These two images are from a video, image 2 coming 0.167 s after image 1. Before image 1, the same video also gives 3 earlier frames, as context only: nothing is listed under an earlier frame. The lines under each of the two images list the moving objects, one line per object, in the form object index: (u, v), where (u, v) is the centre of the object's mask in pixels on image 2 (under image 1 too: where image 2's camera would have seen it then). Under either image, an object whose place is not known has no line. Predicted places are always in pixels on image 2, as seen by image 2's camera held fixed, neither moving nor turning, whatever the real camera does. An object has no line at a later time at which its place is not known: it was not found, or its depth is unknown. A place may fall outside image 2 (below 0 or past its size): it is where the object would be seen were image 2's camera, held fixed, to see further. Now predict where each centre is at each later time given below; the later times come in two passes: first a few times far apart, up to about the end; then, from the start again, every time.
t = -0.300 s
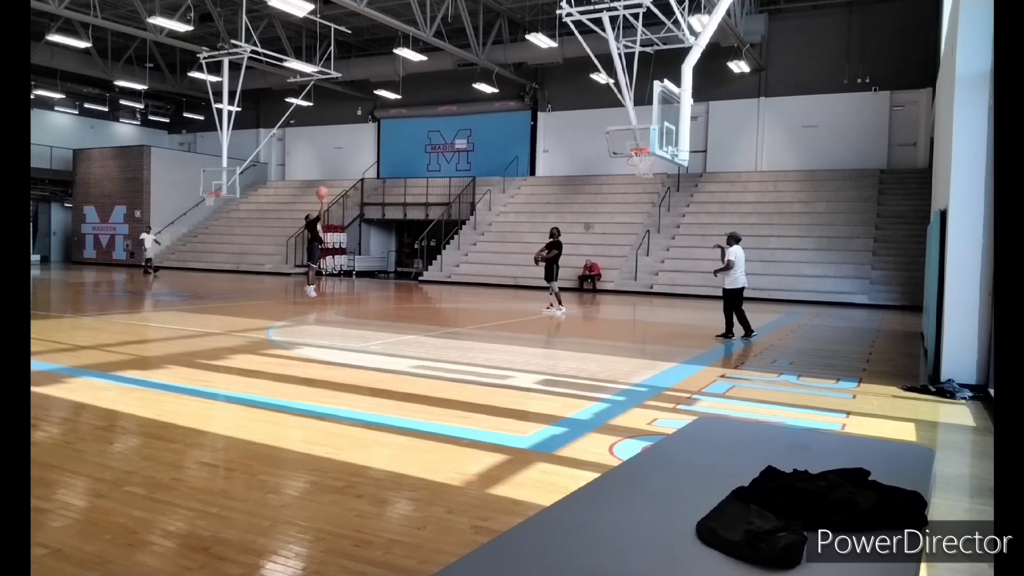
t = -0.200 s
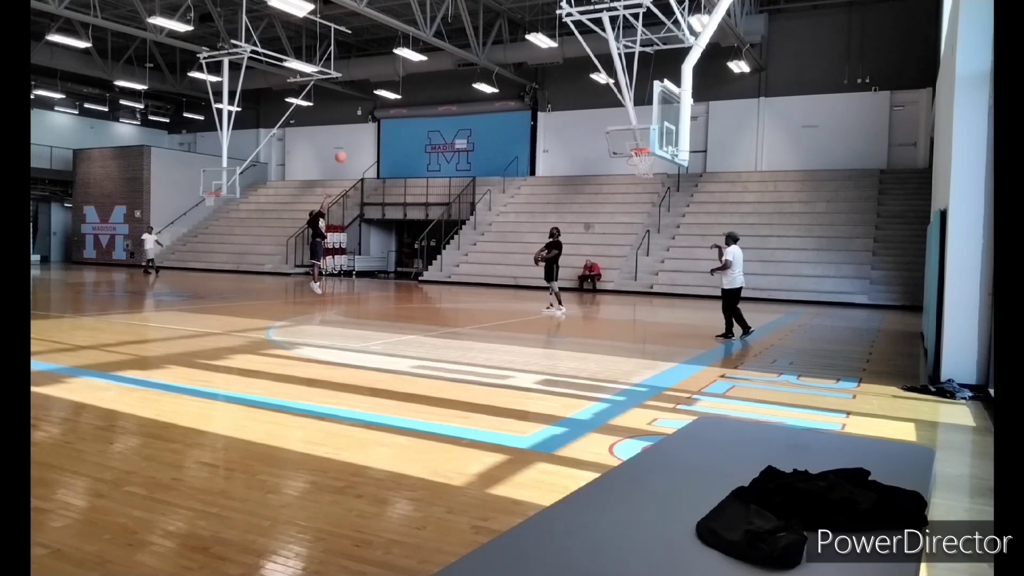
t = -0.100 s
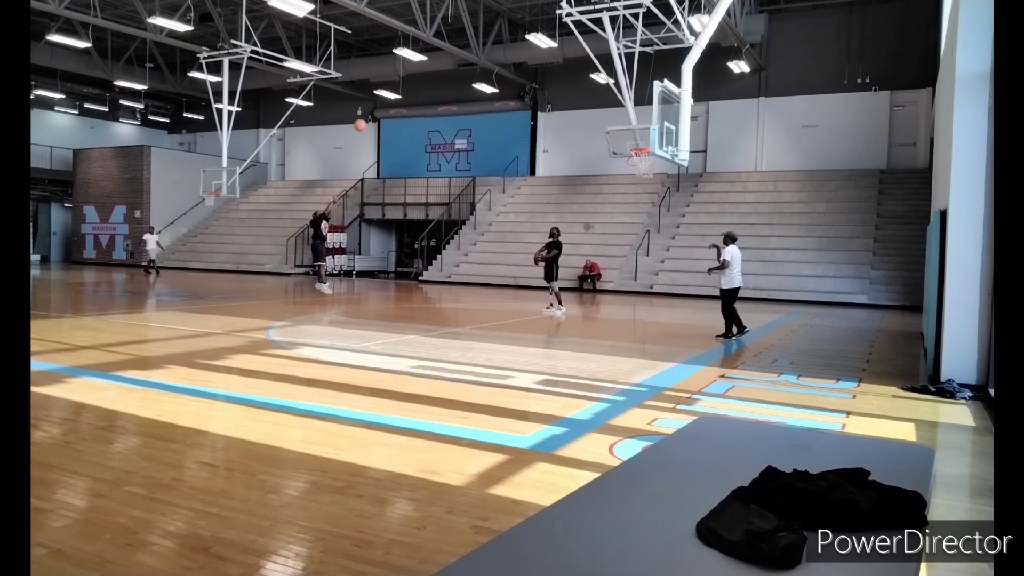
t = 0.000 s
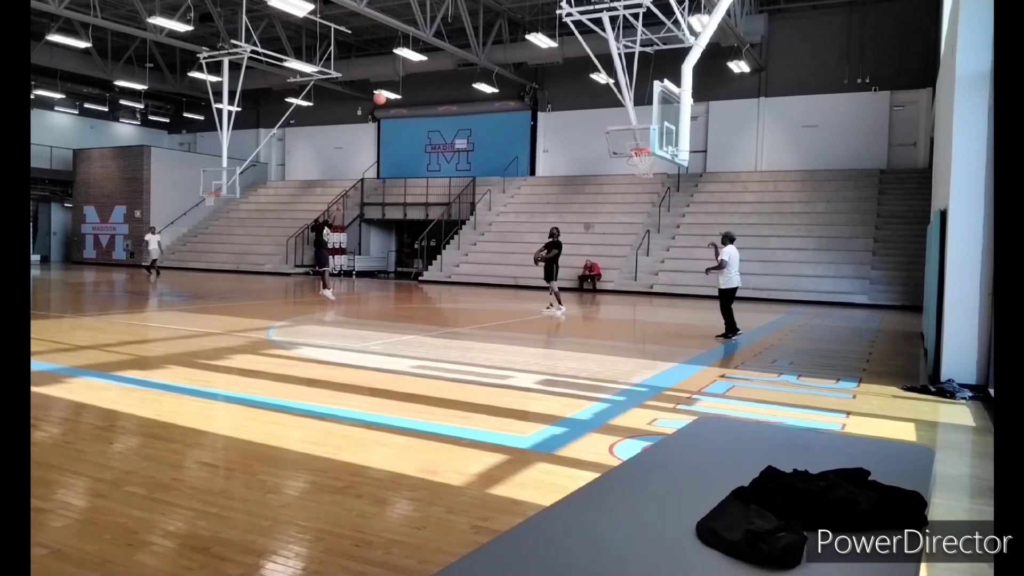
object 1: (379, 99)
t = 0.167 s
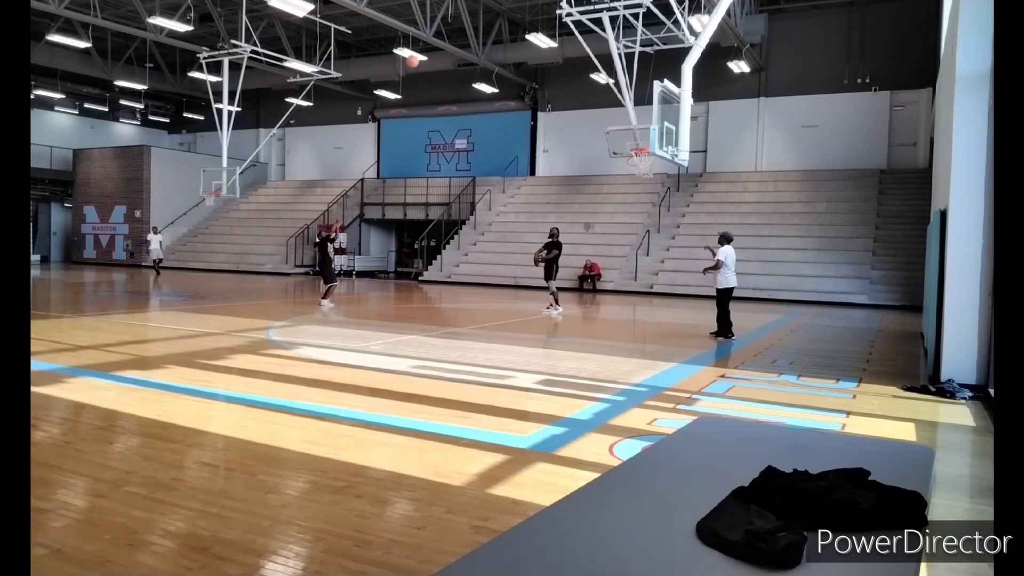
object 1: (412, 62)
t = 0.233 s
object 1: (425, 49)
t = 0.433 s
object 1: (467, 28)
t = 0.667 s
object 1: (517, 29)
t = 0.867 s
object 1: (561, 53)
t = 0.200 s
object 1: (420, 54)
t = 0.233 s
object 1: (425, 49)
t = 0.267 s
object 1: (432, 45)
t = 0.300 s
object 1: (439, 40)
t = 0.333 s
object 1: (446, 36)
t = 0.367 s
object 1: (453, 33)
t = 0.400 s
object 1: (460, 30)
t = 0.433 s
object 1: (467, 28)
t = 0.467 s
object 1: (474, 26)
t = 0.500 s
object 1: (481, 25)
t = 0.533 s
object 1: (488, 25)
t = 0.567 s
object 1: (495, 25)
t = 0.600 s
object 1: (502, 25)
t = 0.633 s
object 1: (509, 27)
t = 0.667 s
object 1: (517, 29)
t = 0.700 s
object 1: (524, 31)
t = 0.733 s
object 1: (531, 34)
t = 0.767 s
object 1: (539, 38)
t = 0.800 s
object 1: (546, 43)
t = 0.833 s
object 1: (554, 48)
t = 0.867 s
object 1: (561, 53)
